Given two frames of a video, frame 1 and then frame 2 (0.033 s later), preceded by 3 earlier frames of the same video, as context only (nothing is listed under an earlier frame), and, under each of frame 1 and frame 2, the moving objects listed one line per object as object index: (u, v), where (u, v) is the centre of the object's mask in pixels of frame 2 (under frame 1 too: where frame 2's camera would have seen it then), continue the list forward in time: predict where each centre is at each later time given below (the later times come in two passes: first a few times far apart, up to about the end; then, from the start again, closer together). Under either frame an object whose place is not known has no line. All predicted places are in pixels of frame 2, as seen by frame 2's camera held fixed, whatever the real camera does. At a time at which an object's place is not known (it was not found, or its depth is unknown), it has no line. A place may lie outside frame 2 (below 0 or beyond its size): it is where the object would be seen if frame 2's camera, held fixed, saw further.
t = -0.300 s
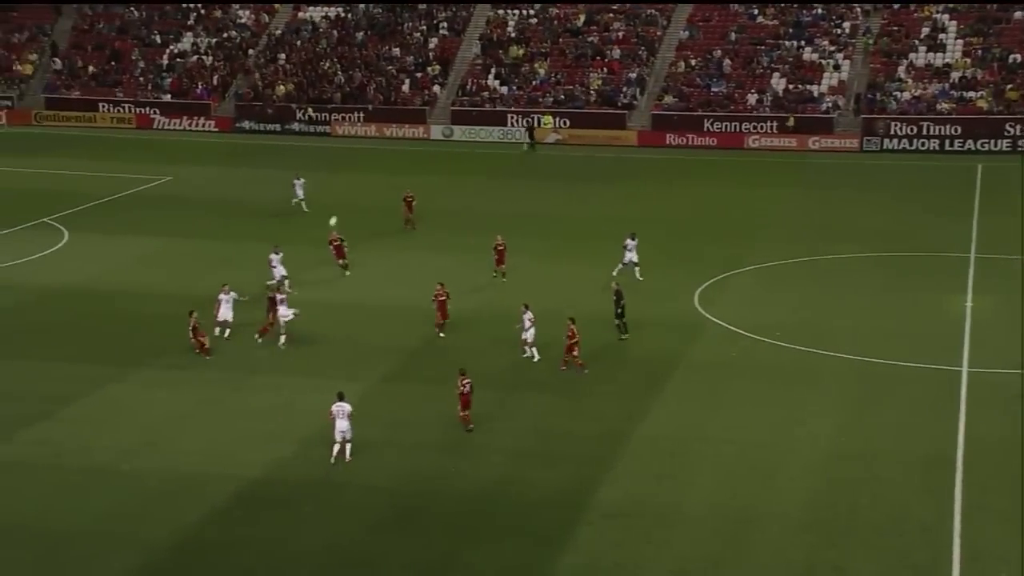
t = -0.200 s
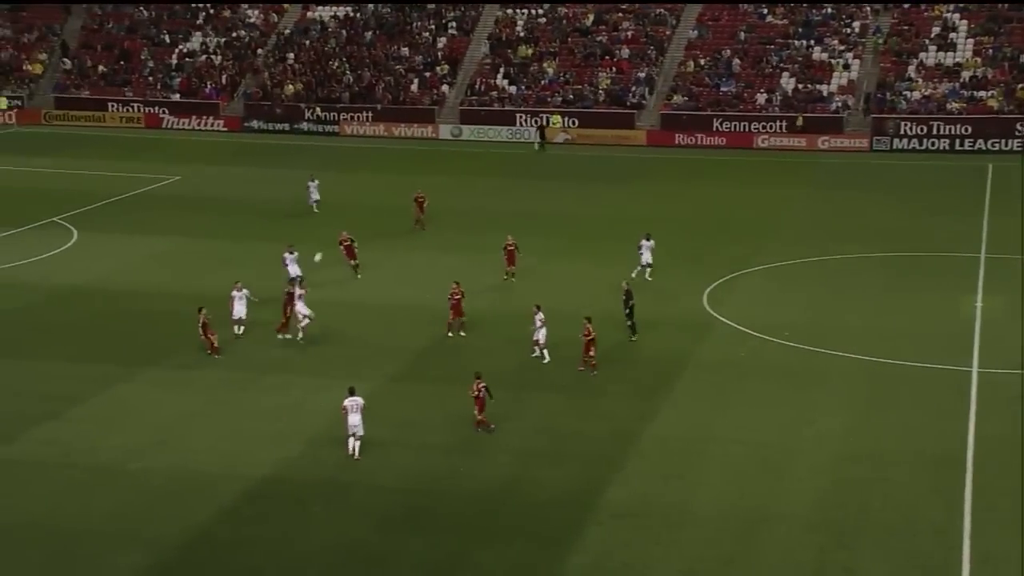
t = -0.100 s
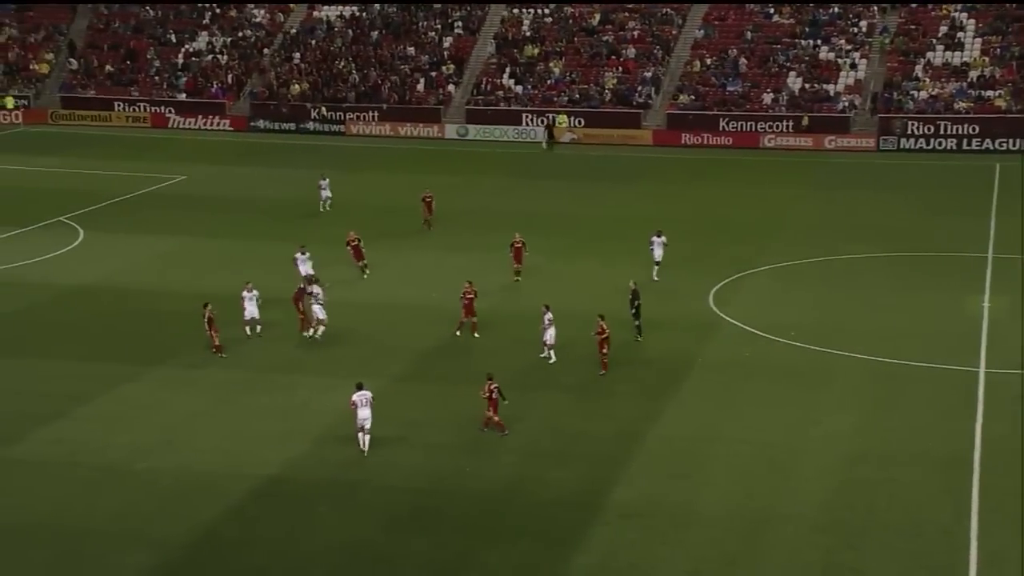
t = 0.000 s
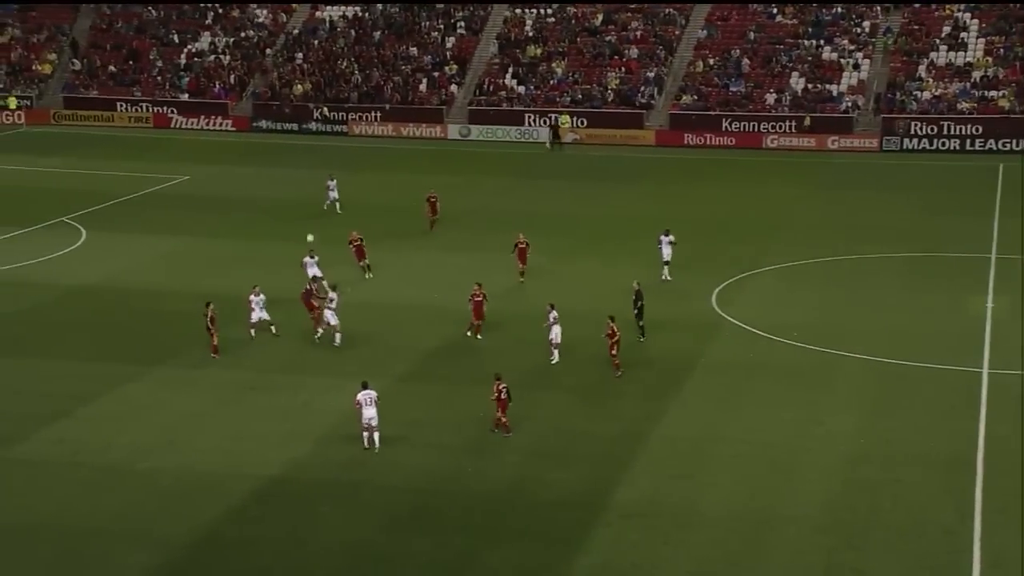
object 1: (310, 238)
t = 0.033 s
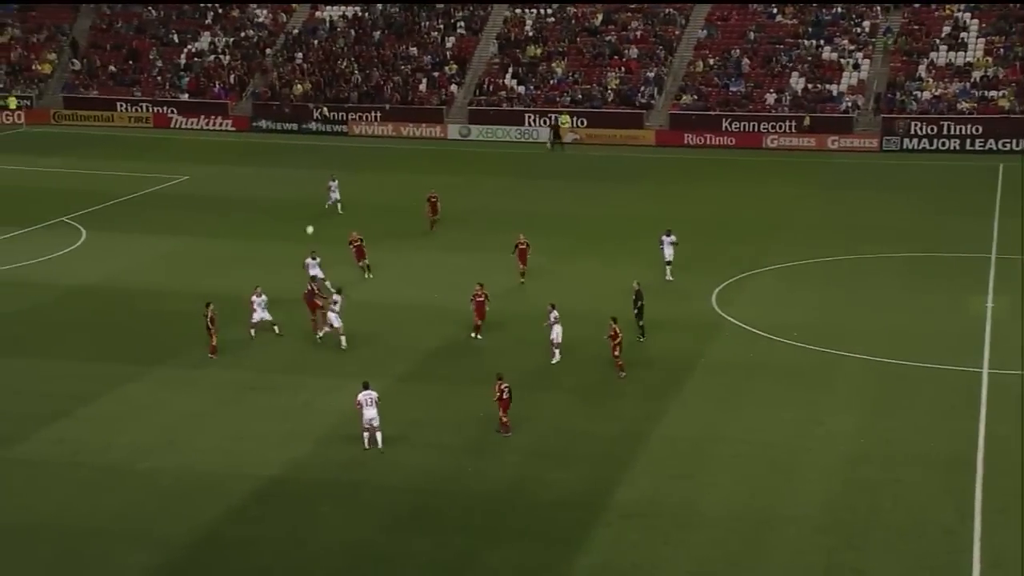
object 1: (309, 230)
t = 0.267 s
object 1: (307, 185)
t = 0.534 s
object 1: (304, 159)
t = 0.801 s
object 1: (299, 155)
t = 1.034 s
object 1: (296, 170)
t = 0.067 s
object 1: (309, 222)
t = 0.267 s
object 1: (307, 185)
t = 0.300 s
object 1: (306, 180)
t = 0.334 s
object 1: (306, 176)
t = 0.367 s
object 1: (306, 172)
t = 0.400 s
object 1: (305, 169)
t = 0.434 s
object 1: (305, 166)
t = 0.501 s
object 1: (304, 160)
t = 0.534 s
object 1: (304, 159)
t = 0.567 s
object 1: (303, 157)
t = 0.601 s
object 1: (303, 155)
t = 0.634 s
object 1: (302, 154)
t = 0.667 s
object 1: (302, 154)
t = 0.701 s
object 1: (301, 153)
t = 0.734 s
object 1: (301, 154)
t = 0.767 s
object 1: (300, 154)
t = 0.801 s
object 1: (299, 155)
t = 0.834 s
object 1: (299, 156)
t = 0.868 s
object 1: (298, 158)
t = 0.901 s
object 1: (298, 159)
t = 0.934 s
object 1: (297, 162)
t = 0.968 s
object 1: (297, 164)
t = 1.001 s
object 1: (296, 166)
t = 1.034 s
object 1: (296, 170)
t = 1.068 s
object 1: (295, 174)
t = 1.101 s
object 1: (295, 177)
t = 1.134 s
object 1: (294, 181)
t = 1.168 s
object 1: (295, 186)
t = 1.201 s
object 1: (294, 190)
